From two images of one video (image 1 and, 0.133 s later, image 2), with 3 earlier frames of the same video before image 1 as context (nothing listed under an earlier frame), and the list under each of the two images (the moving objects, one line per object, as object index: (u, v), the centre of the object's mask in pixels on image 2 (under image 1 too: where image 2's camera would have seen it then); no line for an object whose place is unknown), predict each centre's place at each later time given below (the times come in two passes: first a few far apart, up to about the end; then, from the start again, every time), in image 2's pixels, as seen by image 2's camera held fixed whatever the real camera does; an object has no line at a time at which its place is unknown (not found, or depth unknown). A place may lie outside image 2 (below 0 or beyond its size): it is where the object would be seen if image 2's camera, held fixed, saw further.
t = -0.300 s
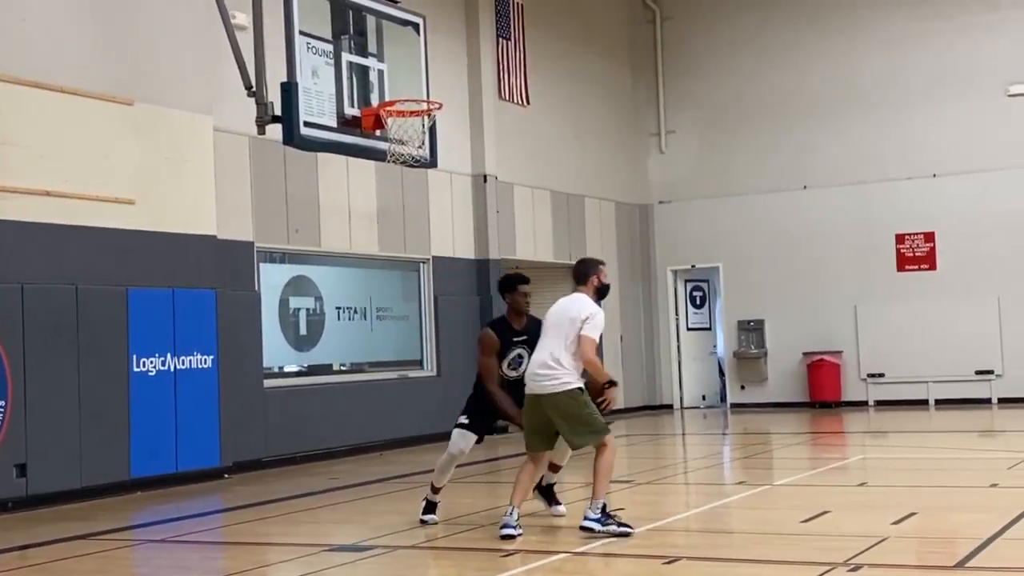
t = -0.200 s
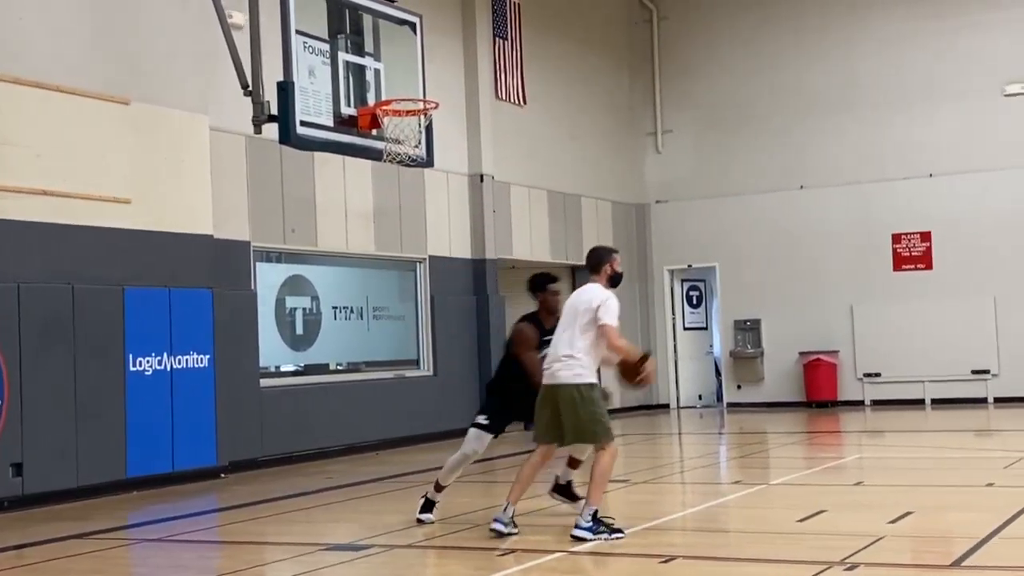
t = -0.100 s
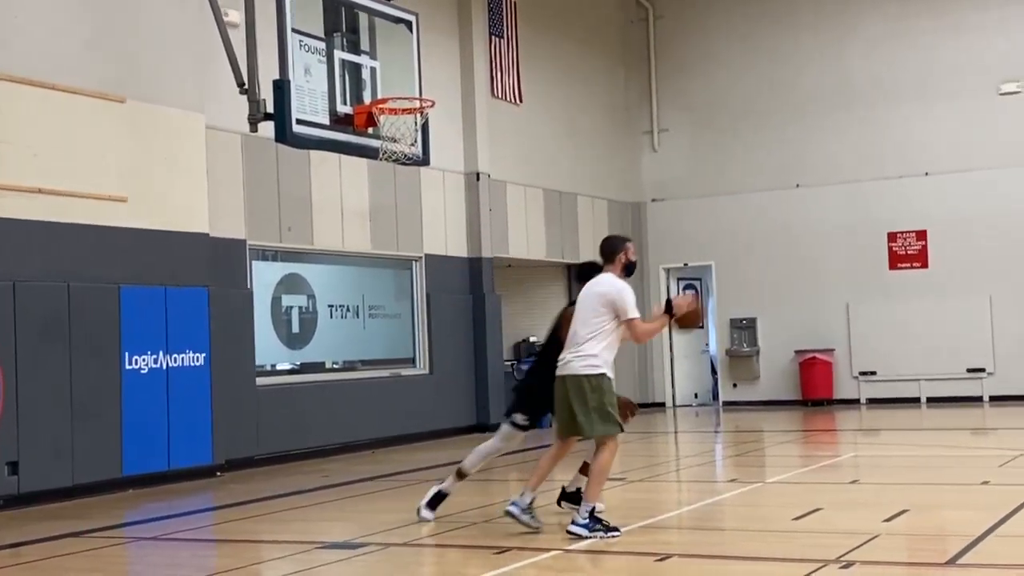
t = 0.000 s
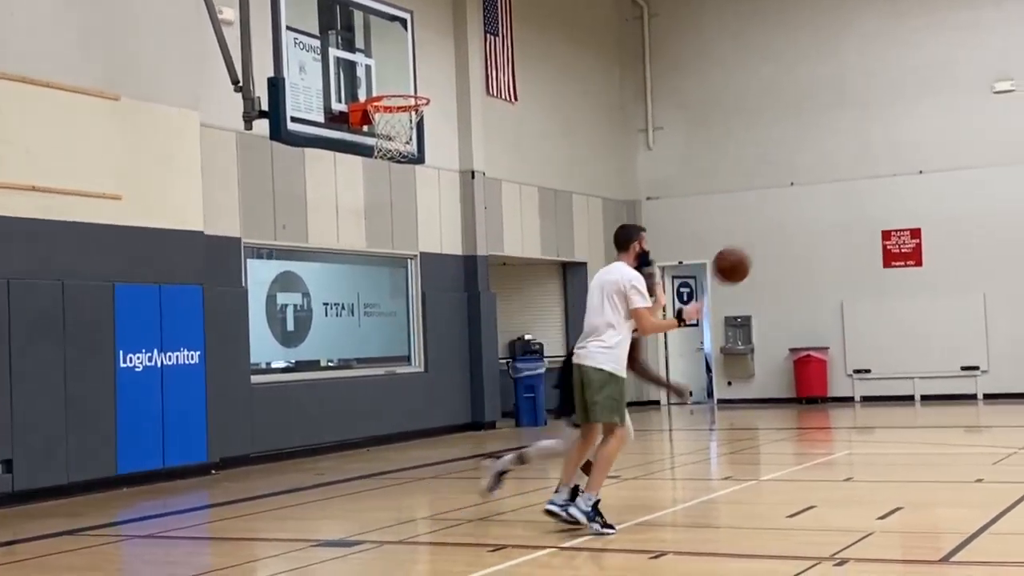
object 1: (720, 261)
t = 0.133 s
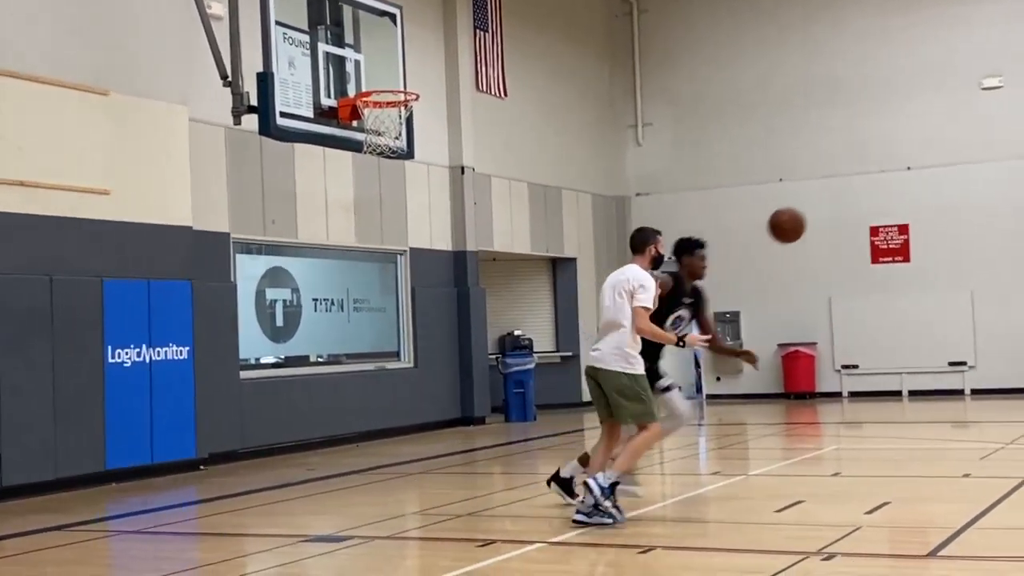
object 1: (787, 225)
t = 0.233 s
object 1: (836, 214)
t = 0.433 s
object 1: (934, 237)
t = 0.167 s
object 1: (803, 220)
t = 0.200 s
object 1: (820, 216)
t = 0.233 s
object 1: (836, 214)
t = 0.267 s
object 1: (852, 215)
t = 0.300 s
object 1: (869, 216)
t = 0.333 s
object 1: (885, 219)
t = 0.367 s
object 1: (902, 224)
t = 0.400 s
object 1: (918, 230)
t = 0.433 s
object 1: (934, 237)
